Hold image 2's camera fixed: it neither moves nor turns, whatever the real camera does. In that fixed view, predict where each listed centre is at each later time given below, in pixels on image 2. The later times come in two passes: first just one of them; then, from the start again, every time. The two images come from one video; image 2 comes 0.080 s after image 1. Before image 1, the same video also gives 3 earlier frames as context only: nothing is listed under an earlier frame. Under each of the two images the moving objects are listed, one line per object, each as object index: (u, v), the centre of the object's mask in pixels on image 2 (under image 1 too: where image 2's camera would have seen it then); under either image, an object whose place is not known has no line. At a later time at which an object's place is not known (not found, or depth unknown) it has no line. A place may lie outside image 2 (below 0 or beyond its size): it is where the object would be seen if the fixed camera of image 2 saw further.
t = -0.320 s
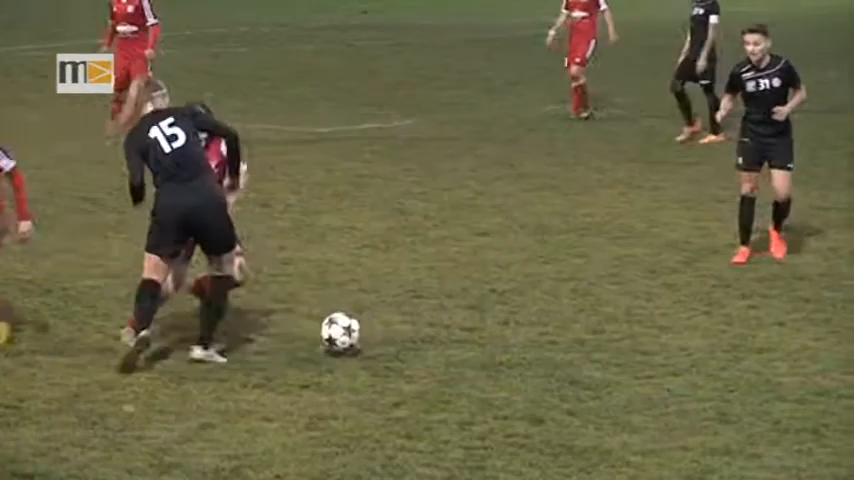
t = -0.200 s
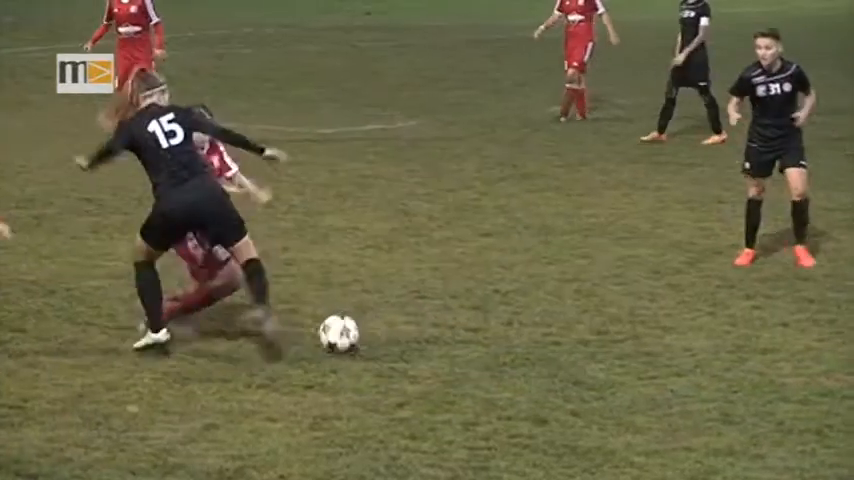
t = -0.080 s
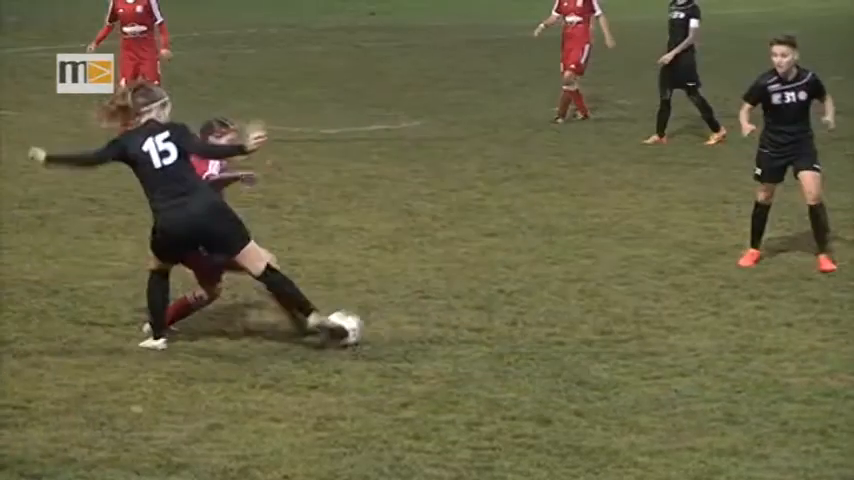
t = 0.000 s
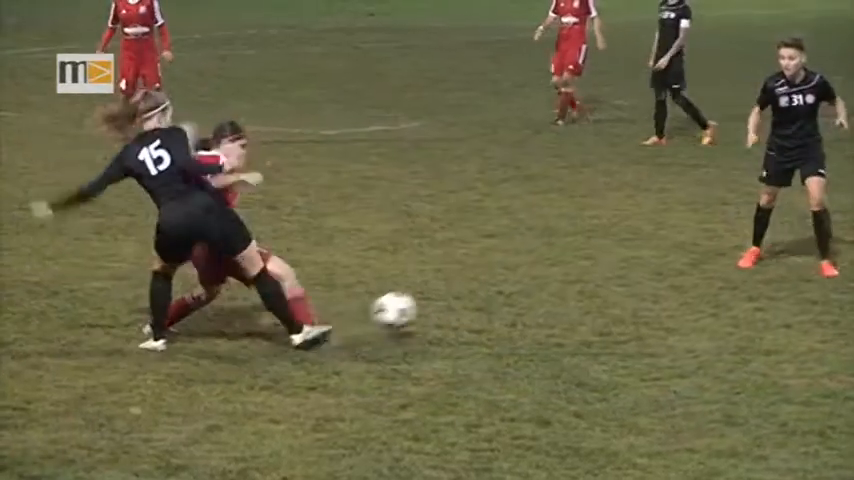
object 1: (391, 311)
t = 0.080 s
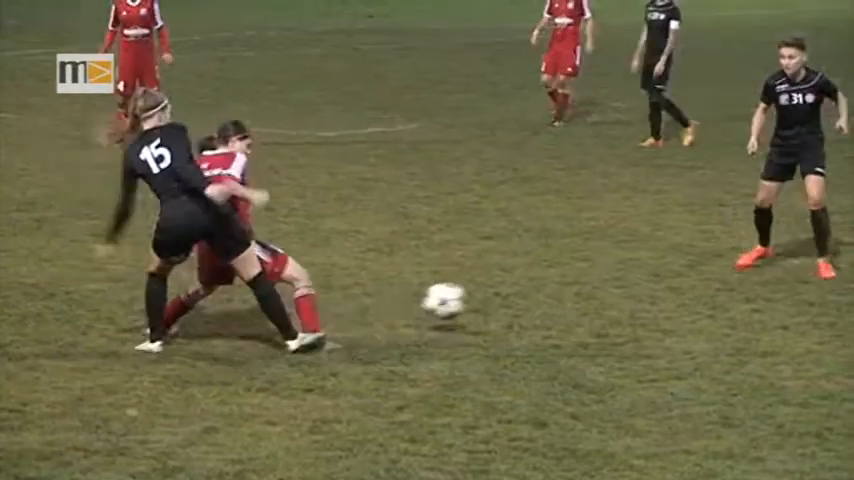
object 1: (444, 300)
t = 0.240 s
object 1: (542, 297)
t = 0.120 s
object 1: (471, 298)
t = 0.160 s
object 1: (496, 300)
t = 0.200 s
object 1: (521, 302)
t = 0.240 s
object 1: (542, 297)
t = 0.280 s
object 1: (561, 292)
